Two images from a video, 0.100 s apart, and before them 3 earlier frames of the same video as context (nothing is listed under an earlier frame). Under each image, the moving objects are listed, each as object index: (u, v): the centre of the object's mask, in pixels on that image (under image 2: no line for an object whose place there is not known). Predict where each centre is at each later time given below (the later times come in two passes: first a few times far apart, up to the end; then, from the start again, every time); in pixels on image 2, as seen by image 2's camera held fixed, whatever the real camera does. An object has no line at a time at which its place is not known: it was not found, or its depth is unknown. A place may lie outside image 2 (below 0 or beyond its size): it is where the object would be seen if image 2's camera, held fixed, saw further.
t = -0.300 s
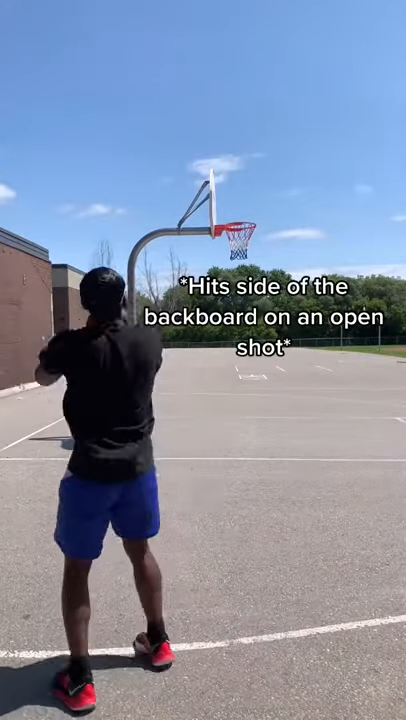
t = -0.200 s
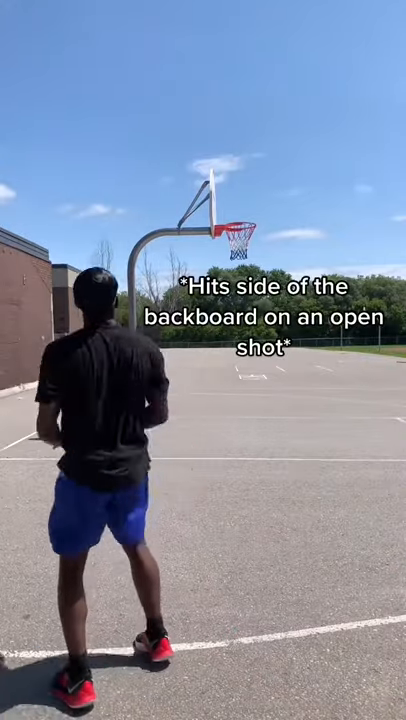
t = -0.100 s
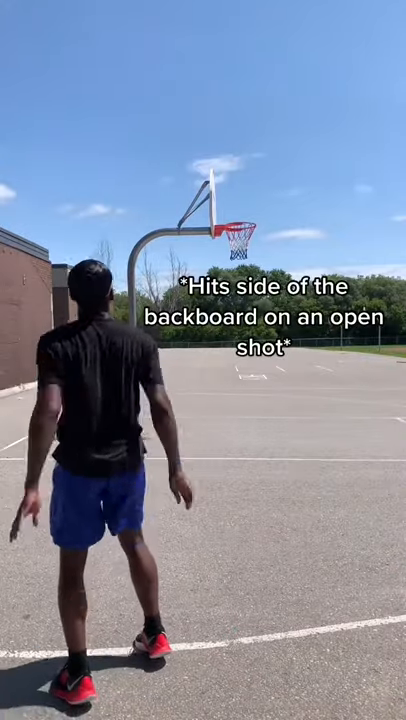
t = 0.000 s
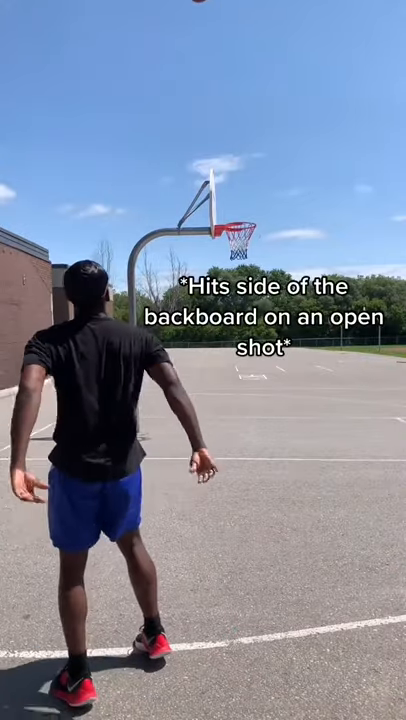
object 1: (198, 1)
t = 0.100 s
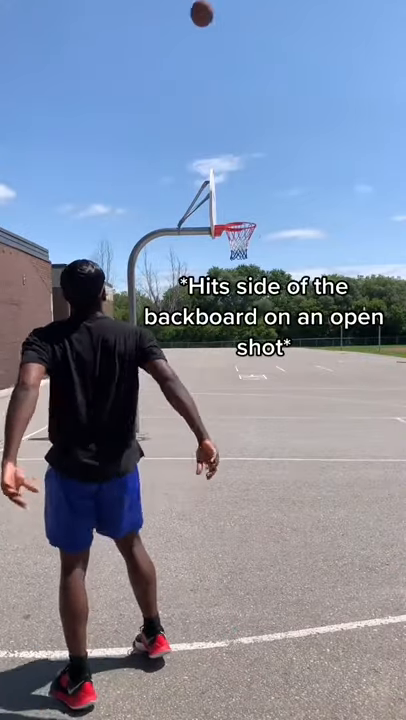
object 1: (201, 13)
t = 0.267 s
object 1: (206, 68)
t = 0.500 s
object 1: (214, 165)
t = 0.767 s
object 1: (280, 187)
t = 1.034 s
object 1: (377, 251)
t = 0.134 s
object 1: (202, 23)
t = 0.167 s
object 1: (203, 34)
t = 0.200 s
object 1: (205, 45)
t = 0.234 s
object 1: (205, 56)
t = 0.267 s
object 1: (206, 68)
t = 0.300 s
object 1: (208, 79)
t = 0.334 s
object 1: (209, 98)
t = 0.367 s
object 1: (210, 111)
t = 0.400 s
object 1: (211, 124)
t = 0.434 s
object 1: (212, 137)
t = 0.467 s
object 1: (213, 151)
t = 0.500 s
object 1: (214, 165)
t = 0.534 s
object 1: (215, 179)
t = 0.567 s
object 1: (220, 181)
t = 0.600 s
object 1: (229, 180)
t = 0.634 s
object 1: (239, 180)
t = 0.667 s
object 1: (248, 180)
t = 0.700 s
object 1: (259, 181)
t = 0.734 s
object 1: (269, 184)
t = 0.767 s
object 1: (280, 187)
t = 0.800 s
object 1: (291, 191)
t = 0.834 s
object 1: (302, 196)
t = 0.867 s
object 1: (314, 202)
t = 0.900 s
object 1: (326, 210)
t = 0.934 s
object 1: (338, 218)
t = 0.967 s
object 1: (351, 228)
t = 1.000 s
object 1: (364, 239)
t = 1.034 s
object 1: (377, 251)
